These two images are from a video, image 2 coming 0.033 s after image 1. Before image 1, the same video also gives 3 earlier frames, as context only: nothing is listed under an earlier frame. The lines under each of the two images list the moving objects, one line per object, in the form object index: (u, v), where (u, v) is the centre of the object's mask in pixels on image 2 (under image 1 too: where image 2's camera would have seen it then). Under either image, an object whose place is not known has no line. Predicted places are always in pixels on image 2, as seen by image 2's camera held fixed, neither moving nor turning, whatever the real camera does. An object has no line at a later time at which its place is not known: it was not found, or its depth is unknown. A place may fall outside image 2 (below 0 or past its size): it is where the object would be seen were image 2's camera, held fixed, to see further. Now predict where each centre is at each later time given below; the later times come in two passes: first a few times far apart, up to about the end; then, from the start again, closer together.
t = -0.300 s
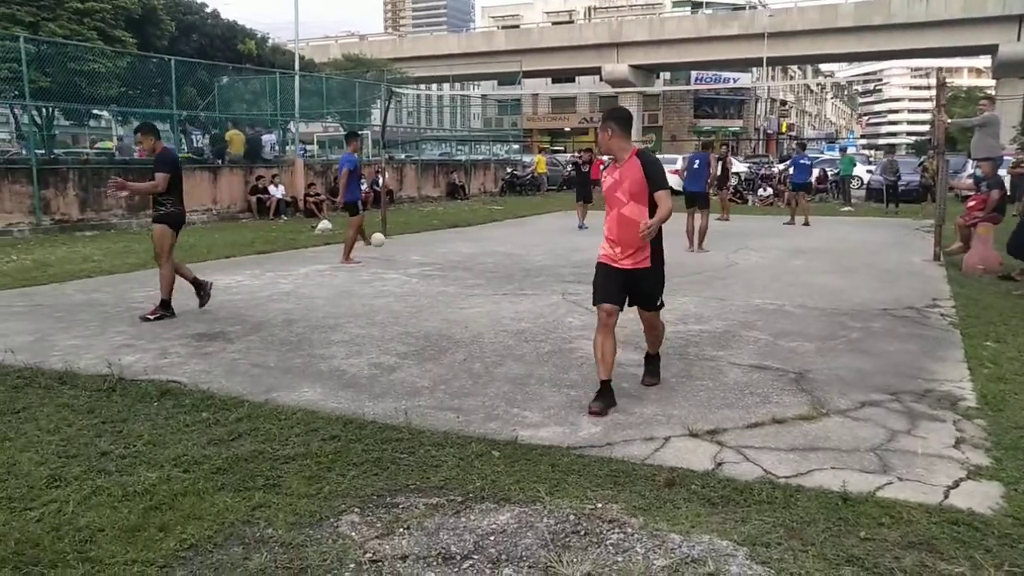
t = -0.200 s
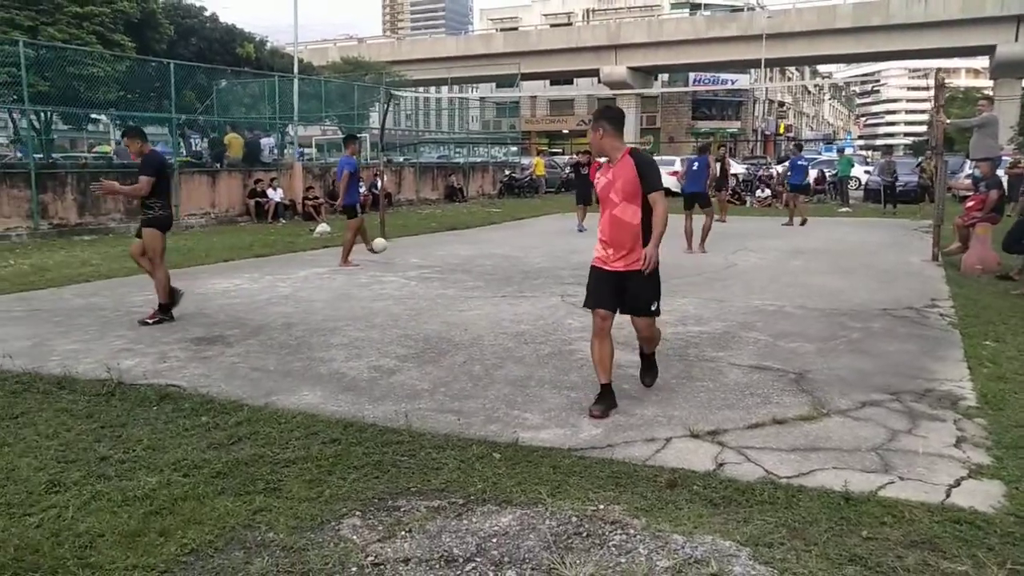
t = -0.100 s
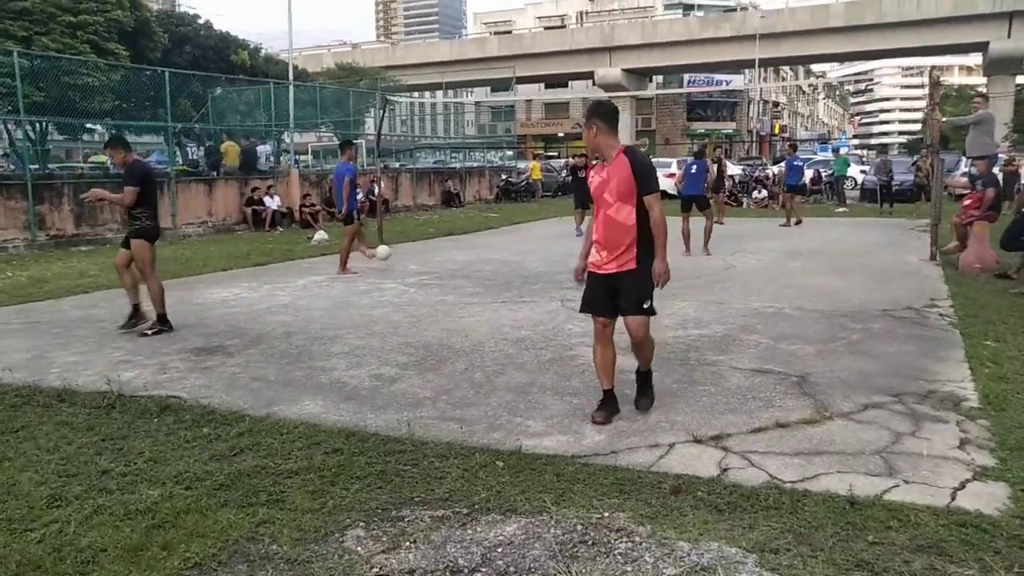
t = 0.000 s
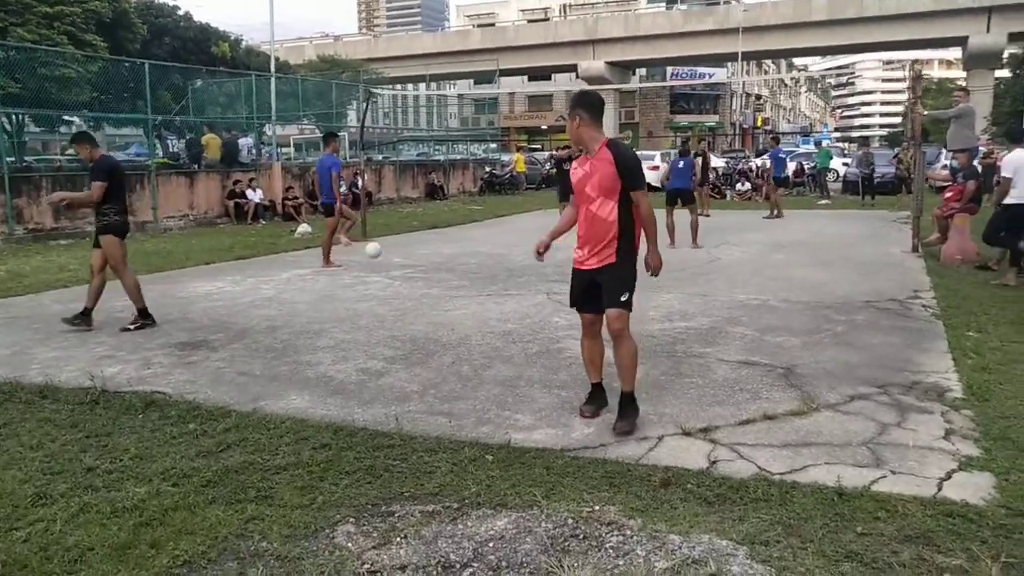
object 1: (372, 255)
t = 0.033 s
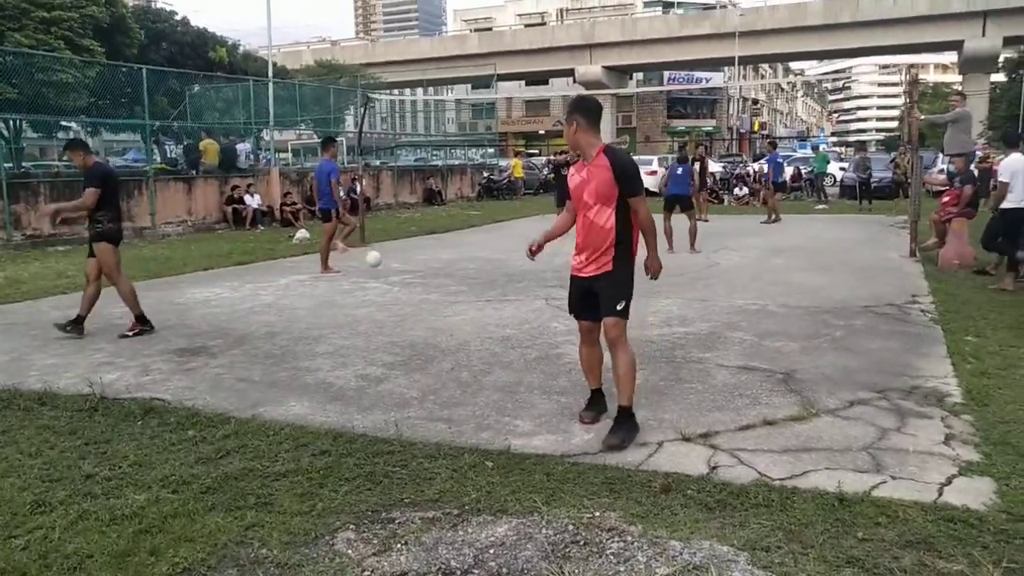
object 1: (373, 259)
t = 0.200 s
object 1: (383, 266)
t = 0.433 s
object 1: (395, 271)
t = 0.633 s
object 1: (406, 273)
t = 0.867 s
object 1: (420, 288)
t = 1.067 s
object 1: (431, 288)
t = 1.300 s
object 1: (446, 306)
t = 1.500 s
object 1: (462, 322)
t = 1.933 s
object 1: (507, 351)
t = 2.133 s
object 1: (531, 365)
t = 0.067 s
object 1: (376, 263)
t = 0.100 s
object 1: (378, 268)
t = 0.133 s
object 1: (380, 273)
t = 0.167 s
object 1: (381, 269)
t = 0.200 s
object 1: (383, 266)
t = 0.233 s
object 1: (385, 264)
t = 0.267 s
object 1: (386, 263)
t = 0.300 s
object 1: (388, 263)
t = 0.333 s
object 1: (390, 263)
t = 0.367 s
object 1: (392, 265)
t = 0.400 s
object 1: (394, 268)
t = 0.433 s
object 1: (395, 271)
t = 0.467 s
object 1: (397, 276)
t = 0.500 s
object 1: (400, 282)
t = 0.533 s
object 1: (401, 281)
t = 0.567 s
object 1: (402, 277)
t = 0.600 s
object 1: (404, 275)
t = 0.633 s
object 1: (406, 273)
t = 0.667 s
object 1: (408, 272)
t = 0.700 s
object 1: (410, 272)
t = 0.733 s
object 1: (412, 273)
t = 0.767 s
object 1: (414, 275)
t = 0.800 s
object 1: (415, 279)
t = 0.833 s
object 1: (418, 283)
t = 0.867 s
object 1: (420, 288)
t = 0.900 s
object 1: (422, 296)
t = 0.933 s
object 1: (423, 294)
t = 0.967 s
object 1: (425, 291)
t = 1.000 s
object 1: (427, 289)
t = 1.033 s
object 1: (429, 288)
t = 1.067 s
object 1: (431, 288)
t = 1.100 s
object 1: (433, 289)
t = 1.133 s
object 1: (435, 292)
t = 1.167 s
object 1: (436, 296)
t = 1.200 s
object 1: (439, 301)
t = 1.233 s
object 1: (441, 308)
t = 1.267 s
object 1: (443, 308)
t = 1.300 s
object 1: (446, 306)
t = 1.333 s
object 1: (448, 305)
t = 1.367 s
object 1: (451, 305)
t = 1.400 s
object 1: (453, 307)
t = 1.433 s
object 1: (456, 310)
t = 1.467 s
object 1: (459, 315)
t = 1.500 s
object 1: (462, 322)
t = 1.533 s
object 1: (465, 325)
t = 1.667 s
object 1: (478, 326)
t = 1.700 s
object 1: (482, 331)
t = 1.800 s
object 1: (492, 337)
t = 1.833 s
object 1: (495, 338)
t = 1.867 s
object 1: (499, 339)
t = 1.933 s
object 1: (507, 351)
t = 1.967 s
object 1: (511, 356)
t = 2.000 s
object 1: (514, 354)
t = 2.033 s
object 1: (518, 354)
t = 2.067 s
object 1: (522, 356)
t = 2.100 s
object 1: (526, 360)
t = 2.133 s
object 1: (531, 365)
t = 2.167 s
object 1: (537, 372)
